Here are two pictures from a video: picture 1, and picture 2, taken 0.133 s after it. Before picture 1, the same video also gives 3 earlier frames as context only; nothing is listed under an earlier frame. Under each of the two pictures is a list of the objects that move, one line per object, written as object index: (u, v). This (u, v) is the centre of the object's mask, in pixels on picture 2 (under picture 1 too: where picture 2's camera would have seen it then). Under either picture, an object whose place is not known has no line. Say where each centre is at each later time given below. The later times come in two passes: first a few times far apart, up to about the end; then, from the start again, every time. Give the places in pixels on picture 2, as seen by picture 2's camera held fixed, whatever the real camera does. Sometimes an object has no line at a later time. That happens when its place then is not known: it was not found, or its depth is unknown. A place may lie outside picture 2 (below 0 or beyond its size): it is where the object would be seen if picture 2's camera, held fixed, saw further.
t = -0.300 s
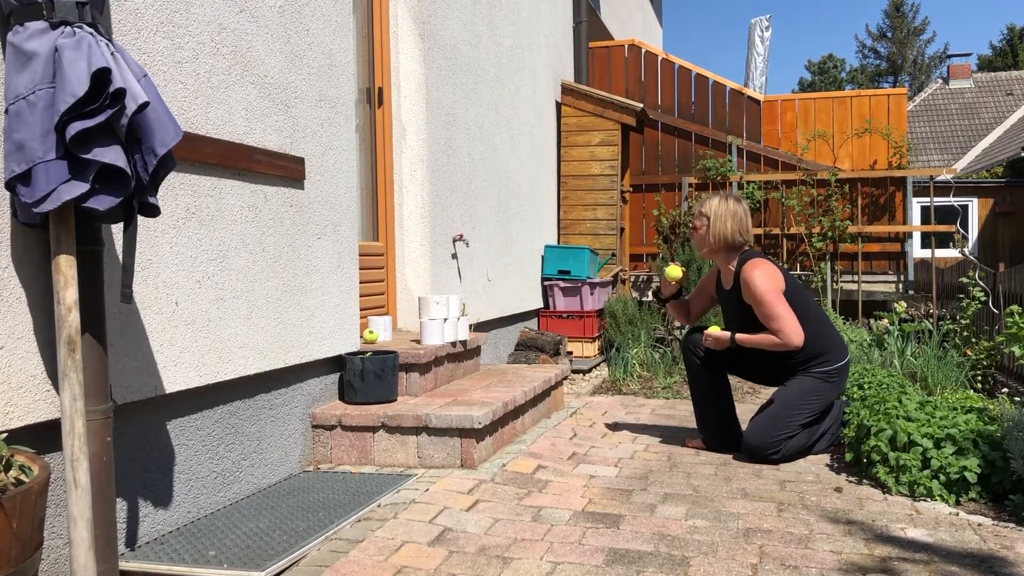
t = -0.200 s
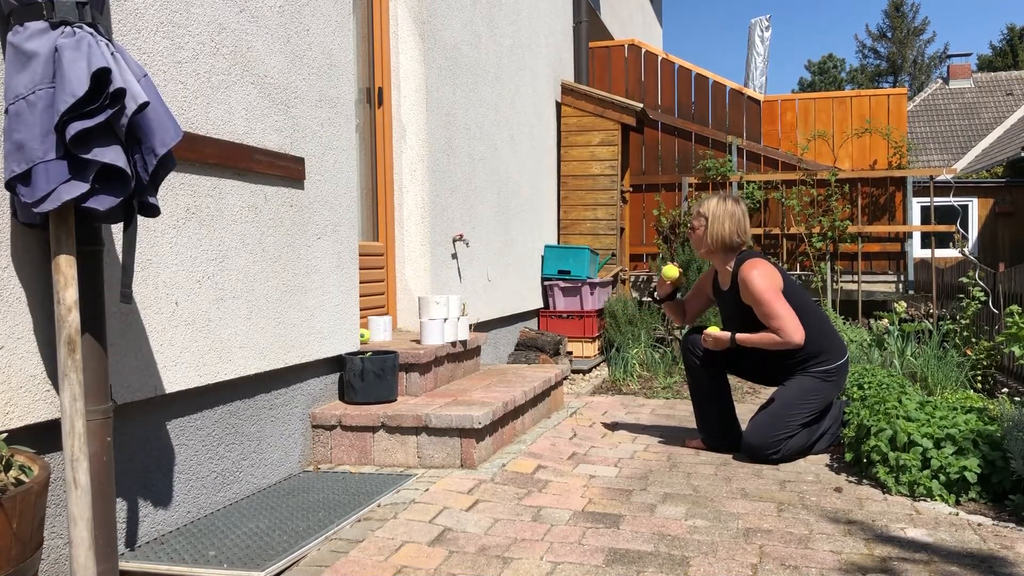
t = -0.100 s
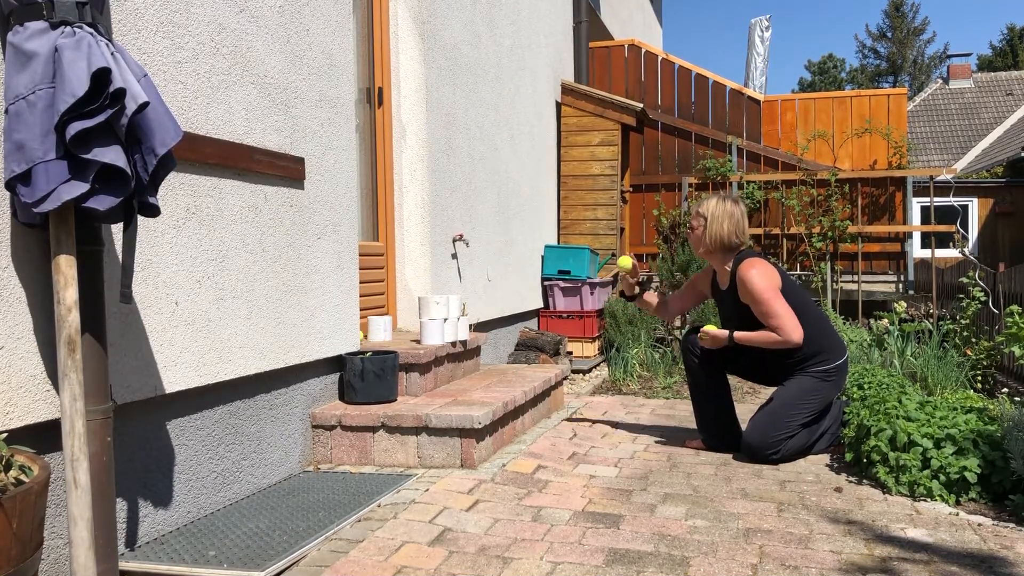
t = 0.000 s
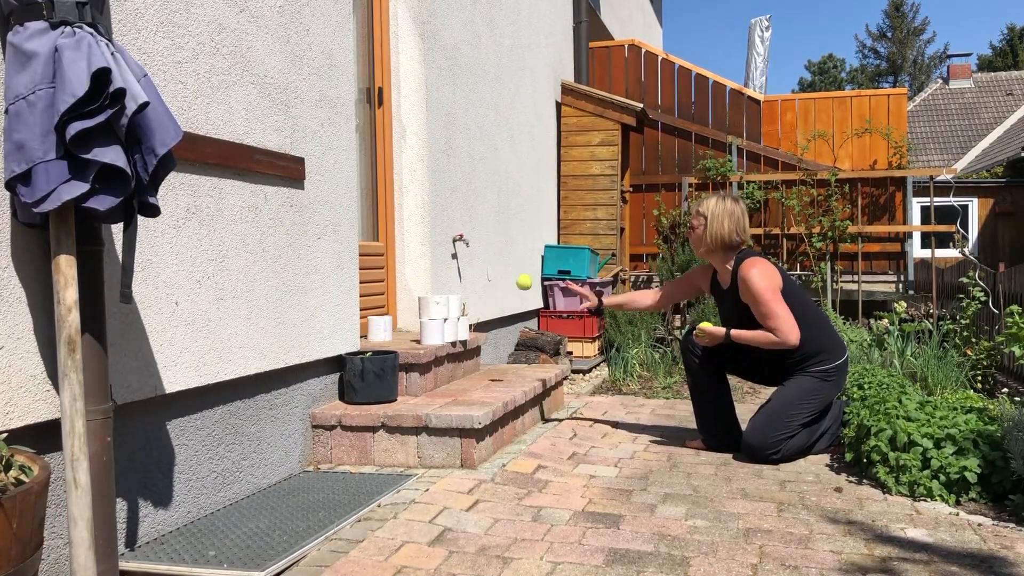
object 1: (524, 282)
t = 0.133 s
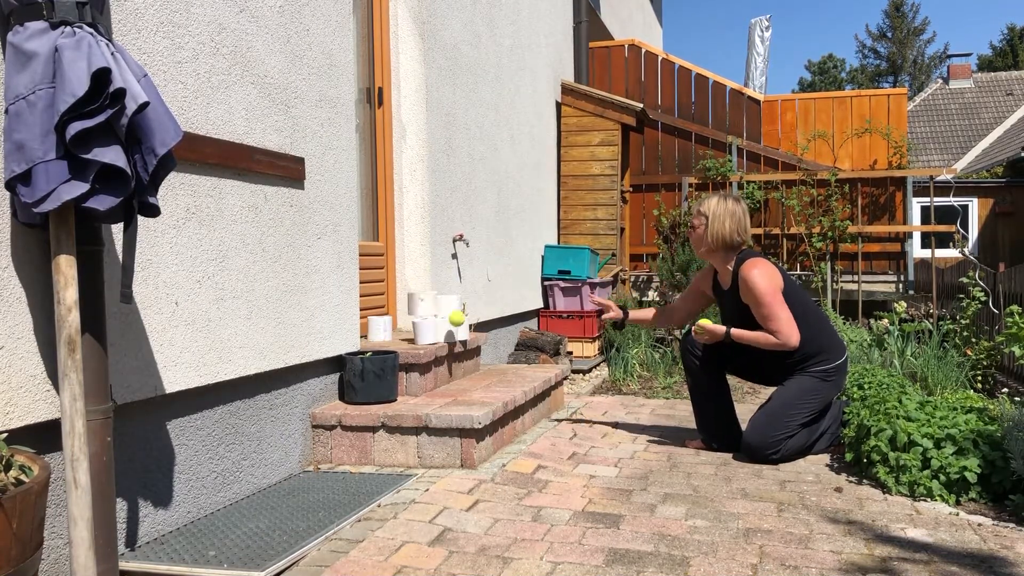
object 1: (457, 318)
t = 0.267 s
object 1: (486, 357)
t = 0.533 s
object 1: (552, 340)
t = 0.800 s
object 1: (628, 451)
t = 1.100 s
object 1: (718, 385)
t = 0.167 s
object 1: (463, 324)
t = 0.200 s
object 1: (470, 331)
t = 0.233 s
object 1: (478, 343)
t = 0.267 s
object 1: (486, 357)
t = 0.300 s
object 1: (493, 373)
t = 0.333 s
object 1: (501, 379)
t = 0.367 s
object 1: (509, 365)
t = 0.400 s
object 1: (517, 355)
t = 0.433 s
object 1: (525, 347)
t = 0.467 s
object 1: (534, 342)
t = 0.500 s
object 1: (543, 340)
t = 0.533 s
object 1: (552, 340)
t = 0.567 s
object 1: (560, 343)
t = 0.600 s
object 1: (569, 349)
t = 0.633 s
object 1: (579, 358)
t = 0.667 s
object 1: (589, 370)
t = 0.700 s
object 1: (598, 385)
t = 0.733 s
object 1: (608, 404)
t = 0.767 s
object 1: (618, 426)
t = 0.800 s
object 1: (628, 451)
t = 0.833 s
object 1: (638, 440)
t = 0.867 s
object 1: (647, 423)
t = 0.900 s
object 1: (657, 408)
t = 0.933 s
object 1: (666, 397)
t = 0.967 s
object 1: (677, 388)
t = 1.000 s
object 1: (687, 383)
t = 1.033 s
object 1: (697, 381)
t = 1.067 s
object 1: (707, 381)
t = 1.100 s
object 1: (718, 385)
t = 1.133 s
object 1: (728, 391)
